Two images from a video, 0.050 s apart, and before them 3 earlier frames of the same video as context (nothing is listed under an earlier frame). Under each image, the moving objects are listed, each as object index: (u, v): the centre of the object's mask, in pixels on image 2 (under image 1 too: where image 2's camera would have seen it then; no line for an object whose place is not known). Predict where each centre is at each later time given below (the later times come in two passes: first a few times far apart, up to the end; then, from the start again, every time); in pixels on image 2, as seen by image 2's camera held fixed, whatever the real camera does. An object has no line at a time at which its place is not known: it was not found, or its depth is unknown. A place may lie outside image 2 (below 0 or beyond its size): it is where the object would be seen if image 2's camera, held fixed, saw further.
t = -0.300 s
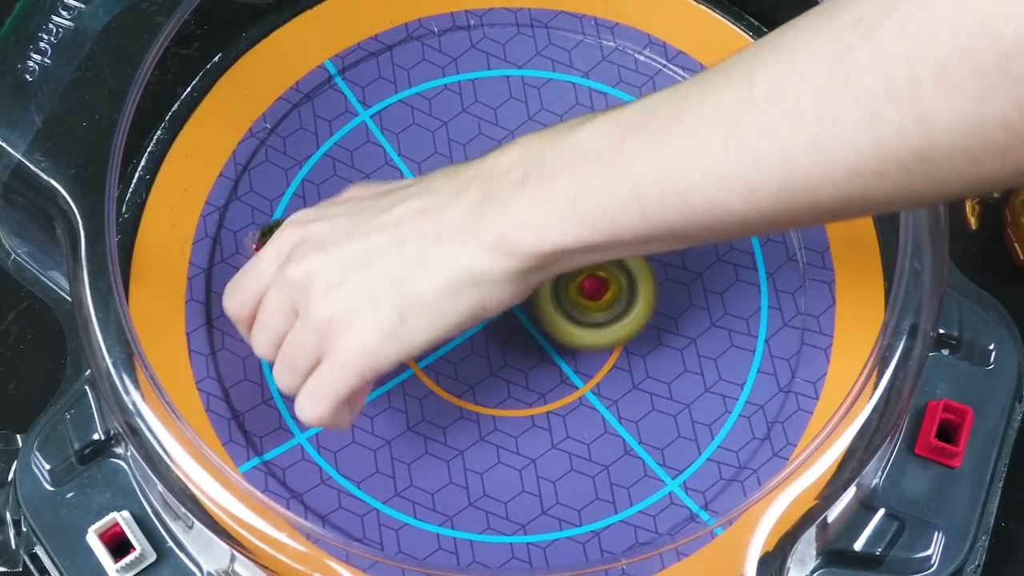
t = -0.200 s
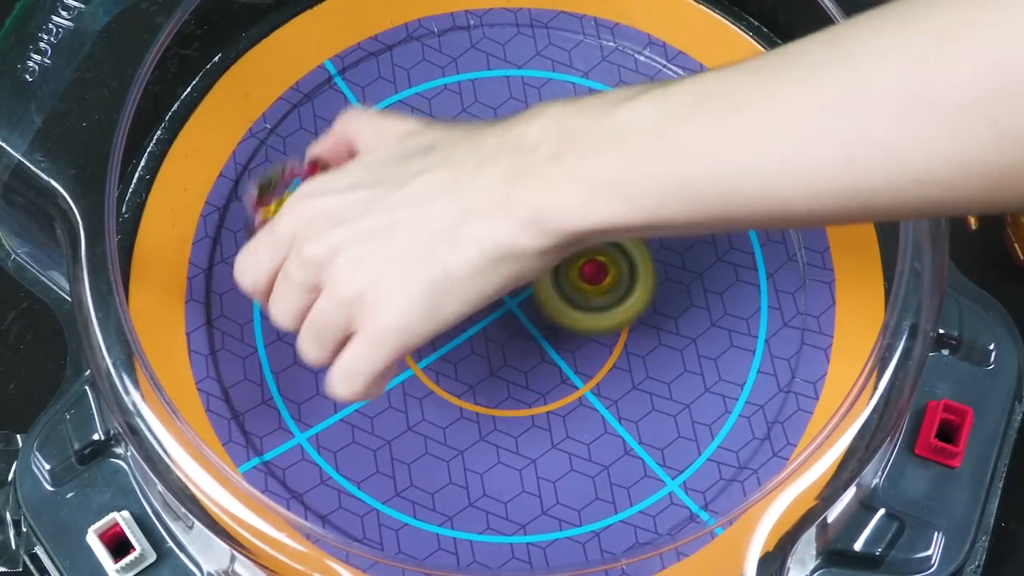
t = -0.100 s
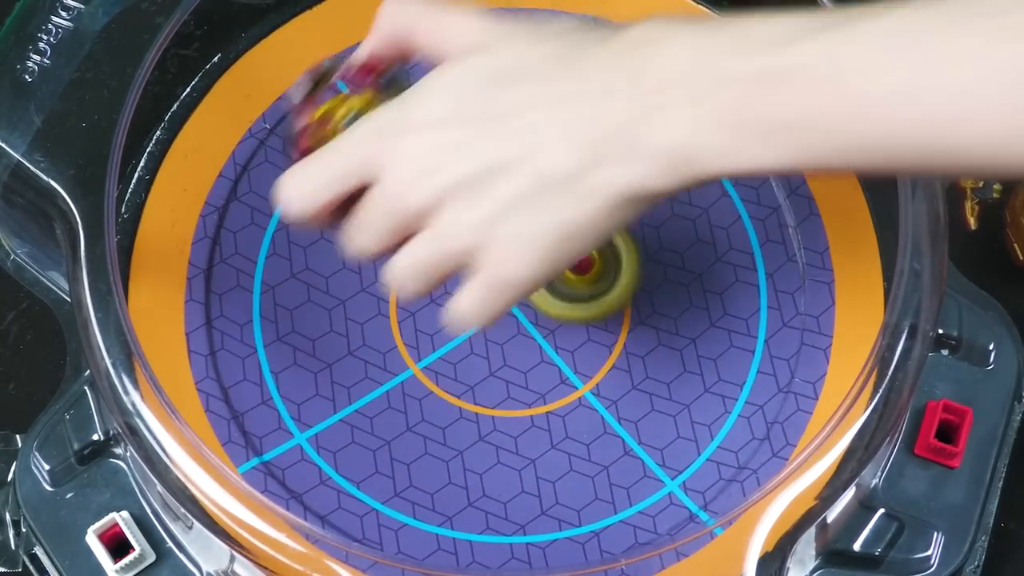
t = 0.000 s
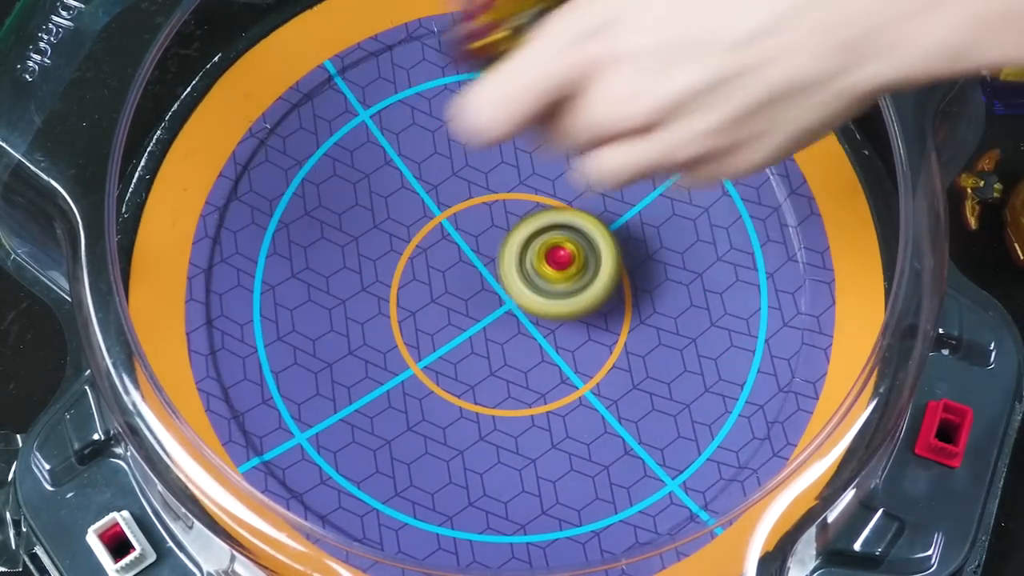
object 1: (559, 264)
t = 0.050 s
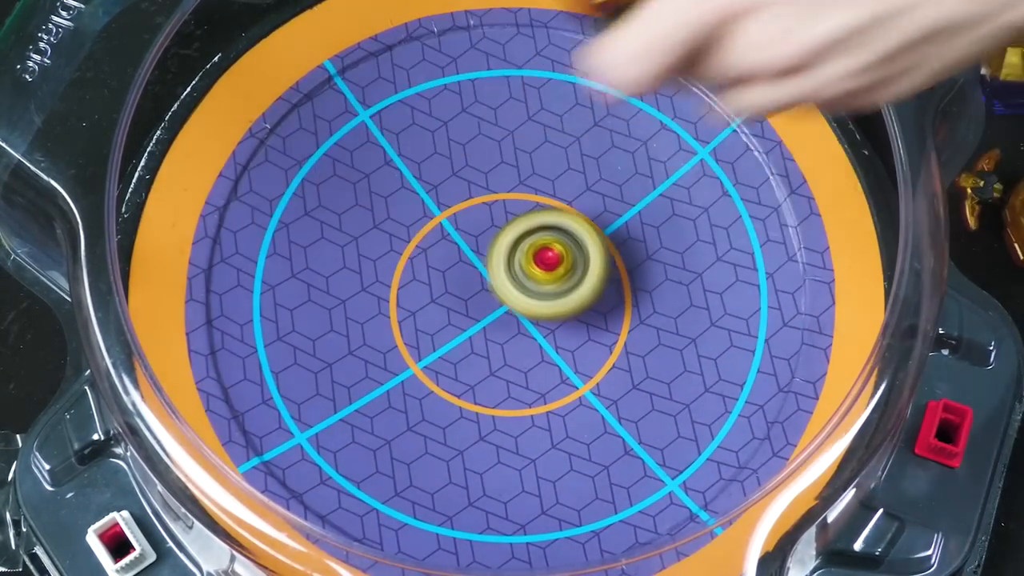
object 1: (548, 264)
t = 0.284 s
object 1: (507, 286)
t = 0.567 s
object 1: (488, 311)
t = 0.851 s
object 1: (484, 310)
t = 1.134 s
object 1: (476, 283)
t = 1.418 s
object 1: (462, 262)
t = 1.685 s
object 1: (471, 256)
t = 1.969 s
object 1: (498, 241)
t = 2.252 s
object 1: (517, 232)
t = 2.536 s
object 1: (528, 247)
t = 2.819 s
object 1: (540, 267)
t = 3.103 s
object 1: (544, 287)
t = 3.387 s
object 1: (533, 294)
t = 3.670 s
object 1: (504, 300)
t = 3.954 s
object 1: (484, 301)
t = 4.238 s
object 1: (478, 285)
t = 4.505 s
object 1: (472, 265)
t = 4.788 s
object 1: (477, 256)
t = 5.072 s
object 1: (503, 247)
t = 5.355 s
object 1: (518, 242)
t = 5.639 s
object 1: (530, 259)
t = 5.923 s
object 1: (539, 275)
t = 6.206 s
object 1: (532, 287)
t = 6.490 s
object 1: (513, 293)
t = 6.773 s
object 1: (491, 295)
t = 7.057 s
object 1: (481, 287)
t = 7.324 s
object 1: (480, 272)
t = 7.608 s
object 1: (486, 258)
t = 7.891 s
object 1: (498, 250)
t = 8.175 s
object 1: (517, 253)
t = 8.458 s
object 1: (528, 260)
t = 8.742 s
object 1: (529, 276)
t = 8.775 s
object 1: (529, 279)
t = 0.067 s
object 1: (545, 265)
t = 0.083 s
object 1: (541, 266)
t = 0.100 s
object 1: (537, 267)
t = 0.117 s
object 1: (534, 269)
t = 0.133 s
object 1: (531, 270)
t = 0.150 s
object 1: (527, 271)
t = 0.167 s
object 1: (524, 273)
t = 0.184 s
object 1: (521, 275)
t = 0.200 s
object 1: (518, 277)
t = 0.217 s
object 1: (516, 279)
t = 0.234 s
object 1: (514, 280)
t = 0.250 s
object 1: (511, 282)
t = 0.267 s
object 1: (509, 284)
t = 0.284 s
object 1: (507, 286)
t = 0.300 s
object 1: (505, 288)
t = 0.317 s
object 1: (503, 290)
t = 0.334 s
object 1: (501, 292)
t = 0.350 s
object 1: (500, 294)
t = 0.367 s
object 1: (498, 296)
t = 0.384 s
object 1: (497, 297)
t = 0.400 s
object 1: (496, 299)
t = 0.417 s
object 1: (495, 301)
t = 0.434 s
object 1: (494, 302)
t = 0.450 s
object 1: (493, 304)
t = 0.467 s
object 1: (492, 305)
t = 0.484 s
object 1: (491, 306)
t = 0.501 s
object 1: (491, 308)
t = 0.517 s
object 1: (490, 308)
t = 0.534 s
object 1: (489, 309)
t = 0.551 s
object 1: (488, 311)
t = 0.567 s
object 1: (488, 311)
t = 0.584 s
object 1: (488, 312)
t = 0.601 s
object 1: (487, 313)
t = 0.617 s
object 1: (487, 313)
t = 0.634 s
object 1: (487, 314)
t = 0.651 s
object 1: (486, 314)
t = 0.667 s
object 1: (486, 314)
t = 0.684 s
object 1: (486, 315)
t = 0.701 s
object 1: (485, 315)
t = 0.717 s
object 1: (485, 315)
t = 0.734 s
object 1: (485, 315)
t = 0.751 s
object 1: (485, 315)
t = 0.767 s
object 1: (485, 315)
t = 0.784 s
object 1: (485, 314)
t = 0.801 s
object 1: (485, 313)
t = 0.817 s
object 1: (485, 312)
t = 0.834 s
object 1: (485, 311)
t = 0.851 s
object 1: (484, 310)
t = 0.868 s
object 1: (484, 309)
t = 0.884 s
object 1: (484, 308)
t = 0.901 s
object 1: (483, 306)
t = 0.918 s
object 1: (483, 304)
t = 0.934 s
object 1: (483, 303)
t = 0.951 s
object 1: (482, 301)
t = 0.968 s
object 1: (482, 299)
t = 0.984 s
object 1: (481, 298)
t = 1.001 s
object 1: (481, 296)
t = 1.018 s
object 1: (480, 295)
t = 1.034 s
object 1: (480, 293)
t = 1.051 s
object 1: (479, 291)
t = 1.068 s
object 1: (479, 289)
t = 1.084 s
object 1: (478, 288)
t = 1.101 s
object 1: (477, 286)
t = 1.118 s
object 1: (476, 284)
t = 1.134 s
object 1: (476, 283)
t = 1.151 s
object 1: (475, 281)
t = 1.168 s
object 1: (474, 279)
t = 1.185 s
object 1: (473, 278)
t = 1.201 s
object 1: (472, 276)
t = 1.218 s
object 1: (471, 275)
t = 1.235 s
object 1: (470, 273)
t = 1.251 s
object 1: (470, 272)
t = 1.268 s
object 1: (469, 271)
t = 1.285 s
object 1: (468, 269)
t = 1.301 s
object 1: (467, 268)
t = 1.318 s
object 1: (466, 267)
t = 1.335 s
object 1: (466, 266)
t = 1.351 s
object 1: (464, 265)
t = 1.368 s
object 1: (463, 264)
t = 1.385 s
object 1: (463, 264)
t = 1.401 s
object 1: (462, 263)
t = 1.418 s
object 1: (462, 262)
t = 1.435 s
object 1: (461, 262)
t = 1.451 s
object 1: (461, 261)
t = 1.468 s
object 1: (461, 261)
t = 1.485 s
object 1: (461, 260)
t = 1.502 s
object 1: (461, 259)
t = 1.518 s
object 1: (461, 259)
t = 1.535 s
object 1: (462, 258)
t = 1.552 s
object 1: (462, 258)
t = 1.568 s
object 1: (463, 258)
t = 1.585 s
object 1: (463, 257)
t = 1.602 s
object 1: (464, 257)
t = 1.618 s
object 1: (465, 257)
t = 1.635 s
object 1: (466, 257)
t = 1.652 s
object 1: (467, 257)
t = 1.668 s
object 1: (469, 256)
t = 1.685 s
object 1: (471, 256)
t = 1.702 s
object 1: (473, 255)
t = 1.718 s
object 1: (474, 254)
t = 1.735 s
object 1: (476, 254)
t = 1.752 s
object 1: (478, 253)
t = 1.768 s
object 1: (480, 252)
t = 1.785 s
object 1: (481, 251)
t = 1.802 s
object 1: (483, 250)
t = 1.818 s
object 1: (484, 249)
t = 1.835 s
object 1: (486, 248)
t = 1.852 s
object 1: (487, 247)
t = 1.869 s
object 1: (489, 246)
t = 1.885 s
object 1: (490, 245)
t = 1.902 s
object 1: (492, 244)
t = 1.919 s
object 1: (493, 244)
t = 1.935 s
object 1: (494, 243)
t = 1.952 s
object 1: (496, 242)
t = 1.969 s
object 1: (498, 241)
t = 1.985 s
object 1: (499, 240)
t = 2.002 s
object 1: (501, 240)
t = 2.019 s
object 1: (502, 239)
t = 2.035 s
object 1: (503, 238)
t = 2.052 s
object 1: (505, 238)
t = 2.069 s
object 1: (506, 237)
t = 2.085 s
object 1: (508, 236)
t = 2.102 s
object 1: (509, 236)
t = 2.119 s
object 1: (510, 235)
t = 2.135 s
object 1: (511, 234)
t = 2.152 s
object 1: (512, 234)
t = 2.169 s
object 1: (513, 233)
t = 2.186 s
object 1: (513, 233)
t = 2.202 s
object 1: (514, 233)
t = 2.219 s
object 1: (515, 233)
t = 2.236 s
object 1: (516, 232)
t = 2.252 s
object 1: (517, 232)
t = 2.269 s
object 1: (517, 232)
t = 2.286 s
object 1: (517, 232)
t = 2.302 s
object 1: (518, 233)
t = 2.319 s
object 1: (518, 233)
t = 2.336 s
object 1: (519, 233)
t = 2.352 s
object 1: (519, 234)
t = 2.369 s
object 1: (520, 235)
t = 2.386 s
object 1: (520, 236)
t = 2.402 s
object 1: (521, 237)
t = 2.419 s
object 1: (522, 238)
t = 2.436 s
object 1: (523, 239)
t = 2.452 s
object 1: (524, 240)
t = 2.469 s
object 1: (525, 241)
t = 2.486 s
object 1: (525, 242)
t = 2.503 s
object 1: (526, 244)
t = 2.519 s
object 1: (527, 245)
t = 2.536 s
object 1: (528, 247)
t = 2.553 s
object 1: (529, 249)
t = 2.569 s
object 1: (530, 250)
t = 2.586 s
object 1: (530, 251)
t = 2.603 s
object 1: (531, 252)
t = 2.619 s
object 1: (532, 253)
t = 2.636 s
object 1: (533, 254)
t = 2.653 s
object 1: (534, 255)
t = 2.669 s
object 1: (534, 256)
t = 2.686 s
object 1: (535, 257)
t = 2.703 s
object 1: (536, 259)
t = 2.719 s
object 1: (537, 260)
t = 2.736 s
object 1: (537, 261)
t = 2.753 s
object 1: (538, 262)
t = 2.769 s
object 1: (539, 263)
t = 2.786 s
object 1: (540, 264)
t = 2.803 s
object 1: (540, 265)
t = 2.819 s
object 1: (540, 267)
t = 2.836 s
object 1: (540, 268)
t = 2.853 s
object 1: (541, 270)
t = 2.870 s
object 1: (541, 271)
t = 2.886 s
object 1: (542, 272)
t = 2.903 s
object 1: (542, 272)
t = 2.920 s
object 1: (542, 273)
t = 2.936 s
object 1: (542, 275)
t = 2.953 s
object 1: (541, 276)
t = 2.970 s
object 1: (542, 278)
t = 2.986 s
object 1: (542, 279)
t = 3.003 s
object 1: (543, 280)
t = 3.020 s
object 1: (543, 281)
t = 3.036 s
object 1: (543, 282)
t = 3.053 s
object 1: (543, 283)
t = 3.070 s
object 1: (543, 285)
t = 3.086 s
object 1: (543, 286)
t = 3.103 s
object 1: (544, 287)
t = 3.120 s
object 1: (544, 288)
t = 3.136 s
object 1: (544, 288)
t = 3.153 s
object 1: (544, 289)
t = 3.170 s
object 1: (544, 289)
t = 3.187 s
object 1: (543, 290)
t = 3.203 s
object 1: (543, 290)
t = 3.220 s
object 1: (542, 291)
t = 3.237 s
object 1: (542, 291)
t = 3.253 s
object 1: (541, 292)
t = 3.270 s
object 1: (540, 292)
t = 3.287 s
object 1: (539, 292)
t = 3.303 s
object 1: (538, 293)
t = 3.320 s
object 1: (537, 293)
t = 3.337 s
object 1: (536, 294)
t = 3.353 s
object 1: (535, 294)
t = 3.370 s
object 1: (534, 294)
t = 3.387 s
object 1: (533, 294)
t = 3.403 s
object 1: (531, 295)
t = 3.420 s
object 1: (530, 295)
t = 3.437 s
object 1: (528, 295)
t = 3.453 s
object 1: (527, 296)
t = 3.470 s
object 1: (526, 297)
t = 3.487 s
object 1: (524, 297)
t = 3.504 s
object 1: (522, 297)
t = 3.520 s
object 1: (520, 297)
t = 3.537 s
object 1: (519, 297)
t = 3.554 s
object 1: (516, 298)
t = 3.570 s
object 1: (514, 298)
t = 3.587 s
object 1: (513, 298)
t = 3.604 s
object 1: (511, 298)
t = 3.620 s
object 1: (510, 298)
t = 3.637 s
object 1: (508, 299)
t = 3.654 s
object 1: (506, 299)
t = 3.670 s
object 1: (504, 300)
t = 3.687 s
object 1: (503, 300)
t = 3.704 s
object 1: (501, 300)
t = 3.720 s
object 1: (500, 300)
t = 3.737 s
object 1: (498, 300)
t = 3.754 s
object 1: (497, 301)
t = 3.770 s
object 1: (495, 301)
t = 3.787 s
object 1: (494, 301)
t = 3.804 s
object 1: (493, 302)
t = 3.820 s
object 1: (491, 302)
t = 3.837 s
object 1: (490, 301)
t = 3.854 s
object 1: (488, 302)
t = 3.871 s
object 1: (487, 302)
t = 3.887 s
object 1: (487, 303)
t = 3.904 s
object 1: (486, 302)
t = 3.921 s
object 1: (486, 302)
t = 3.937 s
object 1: (485, 301)
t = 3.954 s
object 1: (484, 301)
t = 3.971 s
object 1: (483, 301)
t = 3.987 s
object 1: (483, 301)
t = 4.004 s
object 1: (482, 300)
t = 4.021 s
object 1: (482, 299)
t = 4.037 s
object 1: (481, 298)
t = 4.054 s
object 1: (480, 298)
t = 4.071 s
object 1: (479, 297)
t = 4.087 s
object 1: (480, 297)
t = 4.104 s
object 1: (480, 296)
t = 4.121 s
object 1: (480, 295)
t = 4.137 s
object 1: (479, 294)
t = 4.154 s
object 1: (479, 293)
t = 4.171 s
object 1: (479, 292)
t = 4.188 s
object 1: (479, 290)
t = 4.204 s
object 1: (479, 288)
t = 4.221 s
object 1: (479, 287)
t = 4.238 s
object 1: (478, 285)
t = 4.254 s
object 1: (478, 283)
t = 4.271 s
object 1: (478, 282)
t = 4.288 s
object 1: (477, 280)
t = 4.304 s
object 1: (477, 279)
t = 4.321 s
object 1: (476, 277)
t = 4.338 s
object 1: (475, 276)
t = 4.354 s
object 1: (475, 275)
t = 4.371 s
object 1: (474, 274)
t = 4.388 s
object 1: (474, 272)
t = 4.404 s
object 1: (473, 271)
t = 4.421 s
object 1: (473, 270)
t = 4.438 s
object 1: (472, 269)
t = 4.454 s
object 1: (472, 268)
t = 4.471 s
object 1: (472, 267)
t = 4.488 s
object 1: (472, 266)
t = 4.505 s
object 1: (472, 265)
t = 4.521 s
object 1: (471, 264)
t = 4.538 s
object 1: (471, 264)
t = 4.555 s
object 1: (471, 263)
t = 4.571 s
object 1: (471, 262)
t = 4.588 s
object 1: (472, 261)
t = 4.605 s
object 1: (471, 260)
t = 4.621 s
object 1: (471, 260)
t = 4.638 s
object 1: (472, 259)
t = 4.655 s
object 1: (472, 259)
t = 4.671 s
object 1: (473, 258)
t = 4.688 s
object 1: (473, 257)
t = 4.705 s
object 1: (474, 257)
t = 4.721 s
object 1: (474, 257)
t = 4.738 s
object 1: (475, 256)
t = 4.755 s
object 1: (476, 256)
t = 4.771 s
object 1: (477, 255)
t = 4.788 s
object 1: (477, 256)
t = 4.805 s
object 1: (479, 256)
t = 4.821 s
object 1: (480, 255)
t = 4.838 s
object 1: (482, 254)
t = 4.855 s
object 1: (483, 253)
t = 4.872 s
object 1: (484, 253)
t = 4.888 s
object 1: (486, 253)
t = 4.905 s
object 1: (488, 252)
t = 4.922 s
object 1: (490, 251)
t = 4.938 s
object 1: (491, 251)
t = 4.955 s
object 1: (492, 250)
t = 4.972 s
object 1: (494, 250)
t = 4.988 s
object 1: (495, 249)
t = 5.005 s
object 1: (497, 249)
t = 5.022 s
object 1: (499, 248)
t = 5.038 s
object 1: (500, 248)
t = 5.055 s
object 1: (502, 248)
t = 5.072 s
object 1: (503, 247)
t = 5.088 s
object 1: (505, 246)
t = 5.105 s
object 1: (506, 245)
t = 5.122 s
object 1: (507, 246)
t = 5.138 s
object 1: (509, 245)
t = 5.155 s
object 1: (511, 244)
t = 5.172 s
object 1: (512, 243)
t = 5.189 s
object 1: (513, 243)
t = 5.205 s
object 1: (514, 242)
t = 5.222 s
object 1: (515, 242)
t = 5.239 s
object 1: (516, 242)
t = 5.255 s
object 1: (517, 241)
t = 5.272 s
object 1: (516, 241)
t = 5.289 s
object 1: (517, 241)
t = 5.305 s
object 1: (518, 241)
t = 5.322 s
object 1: (518, 241)
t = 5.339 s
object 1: (518, 241)
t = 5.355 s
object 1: (518, 242)
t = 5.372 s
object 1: (519, 242)
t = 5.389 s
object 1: (520, 242)
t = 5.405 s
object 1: (520, 243)
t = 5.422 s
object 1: (520, 243)
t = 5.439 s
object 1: (520, 245)
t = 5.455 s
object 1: (521, 246)
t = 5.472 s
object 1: (522, 246)
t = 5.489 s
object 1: (523, 247)
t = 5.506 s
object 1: (523, 249)
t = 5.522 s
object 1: (524, 251)
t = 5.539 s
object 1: (525, 252)
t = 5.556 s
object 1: (526, 253)
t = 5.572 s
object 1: (526, 254)
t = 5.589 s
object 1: (527, 256)
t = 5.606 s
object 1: (528, 257)
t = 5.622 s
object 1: (529, 258)
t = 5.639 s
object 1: (530, 259)
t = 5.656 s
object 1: (530, 260)
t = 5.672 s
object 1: (531, 262)
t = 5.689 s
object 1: (533, 263)
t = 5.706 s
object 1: (534, 264)
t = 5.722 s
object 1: (534, 265)
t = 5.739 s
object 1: (535, 266)
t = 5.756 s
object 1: (536, 267)
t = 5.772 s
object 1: (537, 268)
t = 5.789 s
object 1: (537, 268)
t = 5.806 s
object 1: (537, 270)
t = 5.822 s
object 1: (538, 271)
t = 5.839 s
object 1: (538, 271)
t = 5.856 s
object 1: (539, 271)
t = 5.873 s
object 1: (538, 272)
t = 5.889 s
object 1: (539, 274)
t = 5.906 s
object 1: (539, 275)
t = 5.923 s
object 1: (539, 275)
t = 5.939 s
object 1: (538, 276)
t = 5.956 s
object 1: (538, 278)
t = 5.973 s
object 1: (539, 278)
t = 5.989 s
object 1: (539, 278)
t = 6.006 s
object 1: (538, 278)
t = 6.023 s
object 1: (537, 279)
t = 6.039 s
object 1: (537, 280)
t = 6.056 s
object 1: (537, 281)
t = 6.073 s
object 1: (536, 281)
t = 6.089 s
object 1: (535, 283)
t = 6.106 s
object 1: (536, 283)
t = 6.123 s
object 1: (535, 284)
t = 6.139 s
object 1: (535, 284)
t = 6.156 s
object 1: (533, 285)
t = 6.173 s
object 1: (533, 286)
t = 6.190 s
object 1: (532, 287)
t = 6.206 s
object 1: (532, 287)
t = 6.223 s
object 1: (530, 288)
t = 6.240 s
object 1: (530, 289)
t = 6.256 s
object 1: (529, 290)
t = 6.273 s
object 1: (528, 290)
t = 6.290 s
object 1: (526, 290)
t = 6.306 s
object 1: (526, 291)
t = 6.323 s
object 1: (525, 292)
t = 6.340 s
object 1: (525, 292)
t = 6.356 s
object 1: (522, 293)
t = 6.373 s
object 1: (522, 293)
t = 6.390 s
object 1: (521, 294)
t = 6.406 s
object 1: (520, 293)
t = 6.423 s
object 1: (518, 294)
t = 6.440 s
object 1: (518, 294)
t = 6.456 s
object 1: (517, 294)
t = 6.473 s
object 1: (516, 293)
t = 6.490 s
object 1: (513, 293)
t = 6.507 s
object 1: (512, 294)
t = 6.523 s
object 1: (511, 294)
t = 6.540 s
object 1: (510, 293)
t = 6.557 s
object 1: (508, 293)
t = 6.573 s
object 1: (507, 294)
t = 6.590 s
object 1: (506, 294)
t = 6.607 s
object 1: (505, 293)
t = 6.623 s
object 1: (502, 294)
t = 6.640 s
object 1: (501, 294)
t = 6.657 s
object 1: (500, 294)
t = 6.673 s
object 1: (499, 293)
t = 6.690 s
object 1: (496, 294)
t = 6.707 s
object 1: (496, 294)
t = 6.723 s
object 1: (495, 294)
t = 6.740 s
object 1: (493, 293)
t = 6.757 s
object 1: (491, 294)
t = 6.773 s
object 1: (491, 295)
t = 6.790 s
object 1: (490, 294)
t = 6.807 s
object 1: (488, 294)
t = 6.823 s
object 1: (487, 295)
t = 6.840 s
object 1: (487, 294)
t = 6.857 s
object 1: (486, 293)
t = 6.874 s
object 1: (484, 293)
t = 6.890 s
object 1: (484, 294)
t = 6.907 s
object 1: (484, 293)
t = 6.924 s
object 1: (484, 292)
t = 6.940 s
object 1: (483, 291)
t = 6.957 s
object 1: (483, 291)
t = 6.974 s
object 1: (483, 290)
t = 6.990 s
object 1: (483, 289)
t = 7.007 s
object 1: (481, 290)
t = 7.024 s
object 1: (482, 289)
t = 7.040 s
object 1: (482, 288)
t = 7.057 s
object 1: (481, 287)
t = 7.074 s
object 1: (481, 286)
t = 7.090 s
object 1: (481, 285)
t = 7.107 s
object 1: (480, 283)
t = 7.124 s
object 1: (479, 283)
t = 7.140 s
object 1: (480, 282)
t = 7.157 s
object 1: (480, 281)
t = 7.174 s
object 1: (480, 280)
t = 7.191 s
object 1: (479, 279)
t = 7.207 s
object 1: (480, 278)
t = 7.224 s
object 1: (480, 277)
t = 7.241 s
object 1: (480, 276)
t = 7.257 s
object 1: (480, 276)
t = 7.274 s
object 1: (480, 275)
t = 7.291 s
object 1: (480, 273)
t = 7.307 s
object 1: (479, 273)
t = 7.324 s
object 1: (480, 272)
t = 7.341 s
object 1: (481, 271)
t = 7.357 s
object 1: (481, 269)
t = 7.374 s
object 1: (481, 269)
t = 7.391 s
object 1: (482, 268)
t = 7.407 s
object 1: (482, 266)
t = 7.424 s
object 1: (481, 265)
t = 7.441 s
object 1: (483, 265)
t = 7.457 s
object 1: (483, 264)
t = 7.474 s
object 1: (483, 262)
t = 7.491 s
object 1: (483, 262)
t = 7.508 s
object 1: (484, 261)
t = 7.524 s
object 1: (485, 260)
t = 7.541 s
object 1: (484, 260)
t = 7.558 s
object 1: (485, 259)
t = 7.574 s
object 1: (485, 259)
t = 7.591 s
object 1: (486, 257)
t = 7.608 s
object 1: (486, 258)
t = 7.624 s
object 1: (487, 257)
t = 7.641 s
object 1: (488, 255)
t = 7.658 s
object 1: (488, 255)
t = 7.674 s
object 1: (489, 255)
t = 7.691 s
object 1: (490, 254)
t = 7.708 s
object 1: (490, 253)
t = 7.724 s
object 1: (491, 253)
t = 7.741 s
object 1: (493, 252)
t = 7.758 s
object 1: (494, 251)
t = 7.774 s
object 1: (493, 251)
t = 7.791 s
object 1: (494, 251)
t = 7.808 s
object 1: (495, 250)
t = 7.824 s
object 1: (495, 250)
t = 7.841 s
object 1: (496, 250)
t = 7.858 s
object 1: (497, 250)
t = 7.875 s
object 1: (498, 250)
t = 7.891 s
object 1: (498, 250)
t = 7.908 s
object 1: (501, 251)
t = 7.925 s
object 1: (502, 250)
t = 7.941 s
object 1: (502, 250)
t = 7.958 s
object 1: (504, 251)
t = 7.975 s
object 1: (506, 251)
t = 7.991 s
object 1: (506, 250)
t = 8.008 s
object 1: (507, 251)
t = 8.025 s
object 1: (509, 251)
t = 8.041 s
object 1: (510, 250)
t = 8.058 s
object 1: (510, 251)
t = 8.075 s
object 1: (512, 252)
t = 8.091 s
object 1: (514, 251)
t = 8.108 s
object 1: (514, 251)
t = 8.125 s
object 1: (515, 252)
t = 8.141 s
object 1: (517, 253)
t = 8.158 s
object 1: (517, 252)
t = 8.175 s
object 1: (517, 253)
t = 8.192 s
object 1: (519, 253)
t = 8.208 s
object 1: (520, 253)
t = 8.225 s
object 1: (520, 254)
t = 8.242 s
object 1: (522, 254)
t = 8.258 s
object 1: (523, 254)
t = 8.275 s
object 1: (522, 254)
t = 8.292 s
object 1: (523, 255)
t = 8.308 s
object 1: (524, 255)
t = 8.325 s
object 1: (524, 255)
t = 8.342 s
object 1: (524, 257)
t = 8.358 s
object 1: (526, 257)
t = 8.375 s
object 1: (526, 257)
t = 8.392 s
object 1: (526, 258)
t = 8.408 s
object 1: (527, 259)
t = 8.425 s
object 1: (528, 258)
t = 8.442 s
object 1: (527, 260)
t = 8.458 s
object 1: (528, 260)
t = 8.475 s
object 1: (529, 261)
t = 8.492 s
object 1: (528, 262)
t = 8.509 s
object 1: (529, 263)
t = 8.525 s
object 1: (530, 264)
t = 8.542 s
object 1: (529, 264)
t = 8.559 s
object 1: (529, 266)
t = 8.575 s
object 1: (530, 266)
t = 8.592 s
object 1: (529, 267)
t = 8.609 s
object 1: (529, 268)
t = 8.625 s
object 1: (530, 269)
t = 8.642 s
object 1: (530, 270)
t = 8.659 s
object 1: (529, 272)
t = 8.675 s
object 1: (529, 272)
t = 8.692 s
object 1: (530, 273)
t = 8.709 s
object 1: (528, 274)
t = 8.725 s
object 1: (529, 276)
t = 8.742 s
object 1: (529, 276)
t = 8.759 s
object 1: (528, 277)
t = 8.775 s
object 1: (529, 279)
